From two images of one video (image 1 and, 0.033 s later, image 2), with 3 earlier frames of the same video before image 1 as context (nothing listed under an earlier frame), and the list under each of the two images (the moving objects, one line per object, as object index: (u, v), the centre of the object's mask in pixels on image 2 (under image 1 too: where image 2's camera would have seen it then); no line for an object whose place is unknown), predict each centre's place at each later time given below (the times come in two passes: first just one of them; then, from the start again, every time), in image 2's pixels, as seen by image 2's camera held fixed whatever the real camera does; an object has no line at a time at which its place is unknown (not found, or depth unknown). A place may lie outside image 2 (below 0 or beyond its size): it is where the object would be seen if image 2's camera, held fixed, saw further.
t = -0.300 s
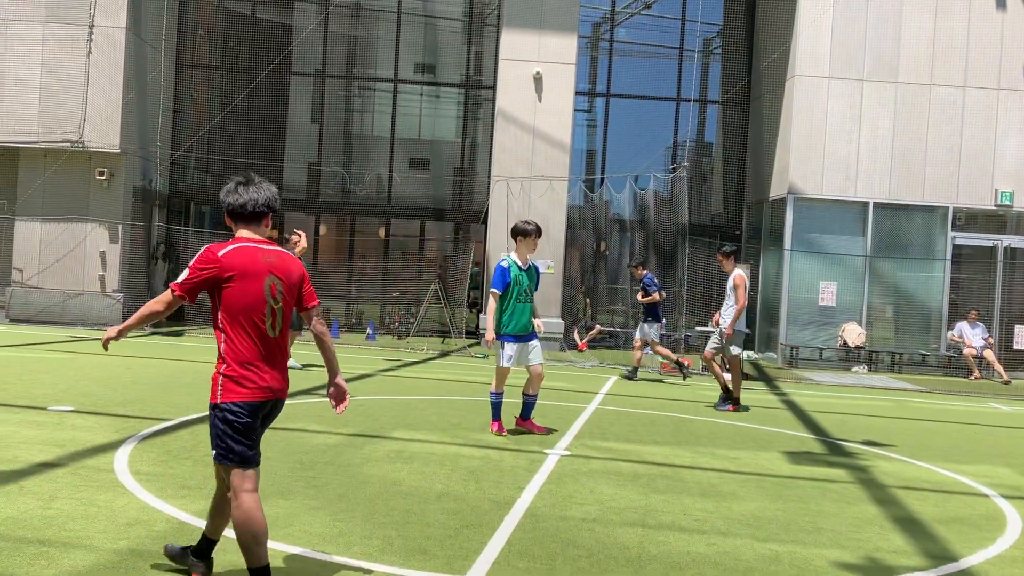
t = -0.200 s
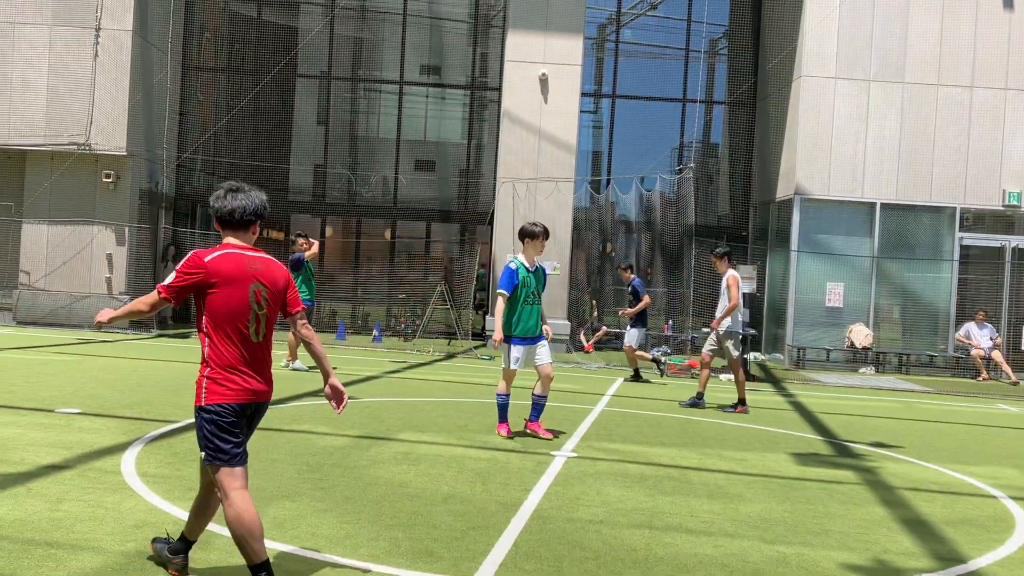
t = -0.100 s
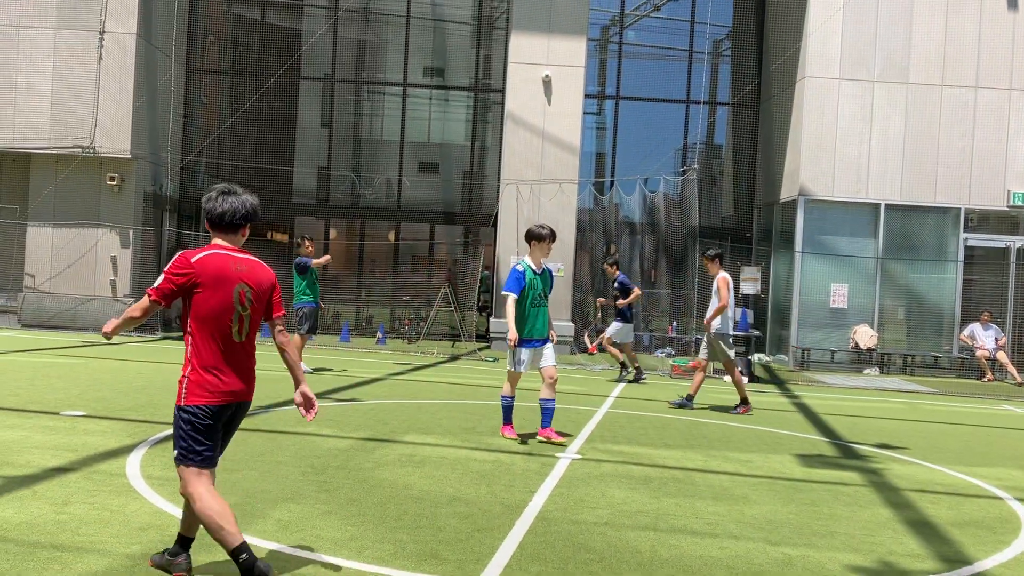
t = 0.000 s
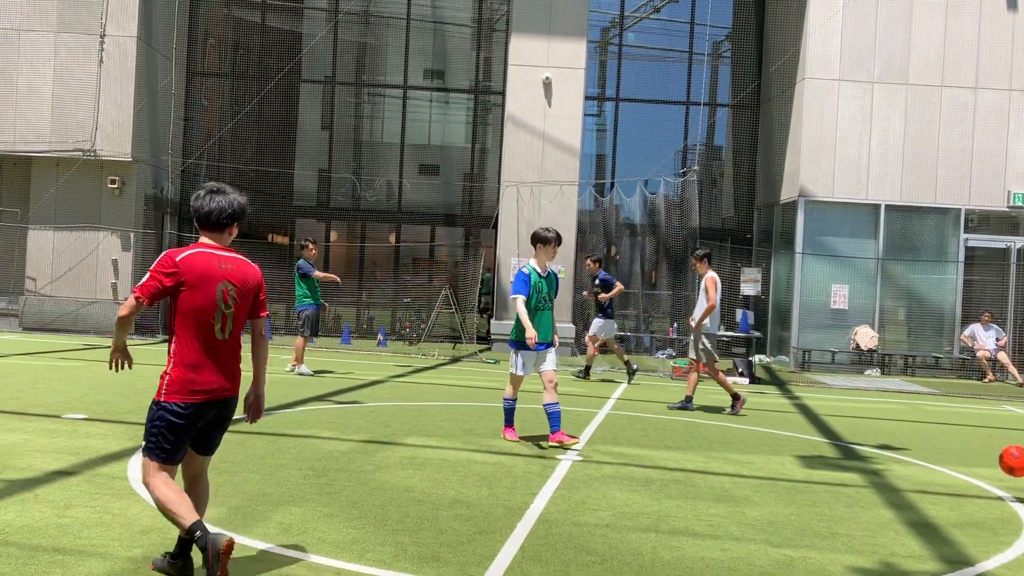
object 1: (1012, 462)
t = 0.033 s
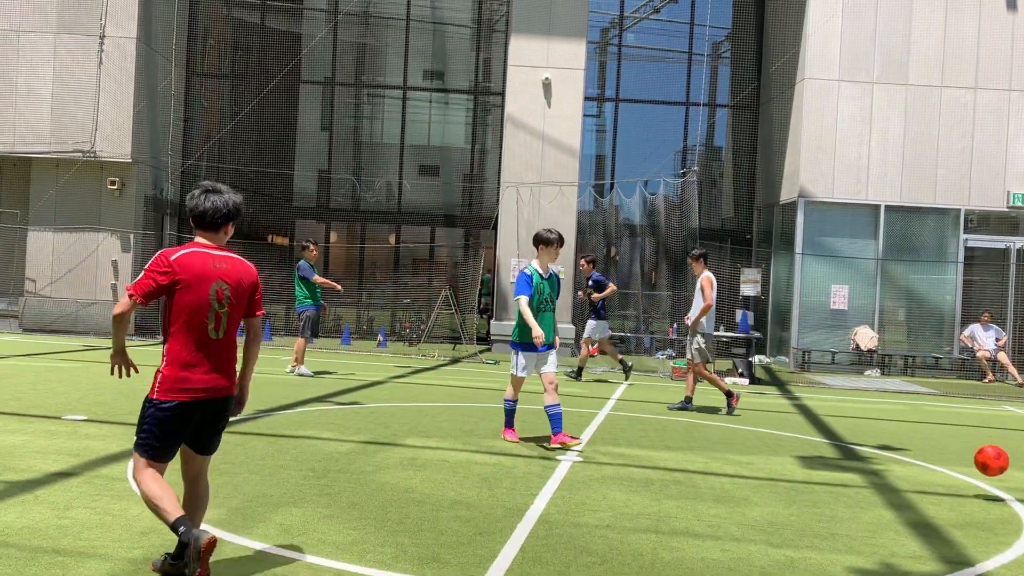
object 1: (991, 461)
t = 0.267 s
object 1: (827, 462)
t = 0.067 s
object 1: (966, 462)
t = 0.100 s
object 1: (941, 465)
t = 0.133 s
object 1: (918, 470)
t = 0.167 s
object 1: (894, 476)
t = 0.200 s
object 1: (871, 470)
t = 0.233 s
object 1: (848, 466)
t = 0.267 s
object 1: (827, 462)
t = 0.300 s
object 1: (806, 460)
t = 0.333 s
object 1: (784, 460)
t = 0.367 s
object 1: (762, 462)
